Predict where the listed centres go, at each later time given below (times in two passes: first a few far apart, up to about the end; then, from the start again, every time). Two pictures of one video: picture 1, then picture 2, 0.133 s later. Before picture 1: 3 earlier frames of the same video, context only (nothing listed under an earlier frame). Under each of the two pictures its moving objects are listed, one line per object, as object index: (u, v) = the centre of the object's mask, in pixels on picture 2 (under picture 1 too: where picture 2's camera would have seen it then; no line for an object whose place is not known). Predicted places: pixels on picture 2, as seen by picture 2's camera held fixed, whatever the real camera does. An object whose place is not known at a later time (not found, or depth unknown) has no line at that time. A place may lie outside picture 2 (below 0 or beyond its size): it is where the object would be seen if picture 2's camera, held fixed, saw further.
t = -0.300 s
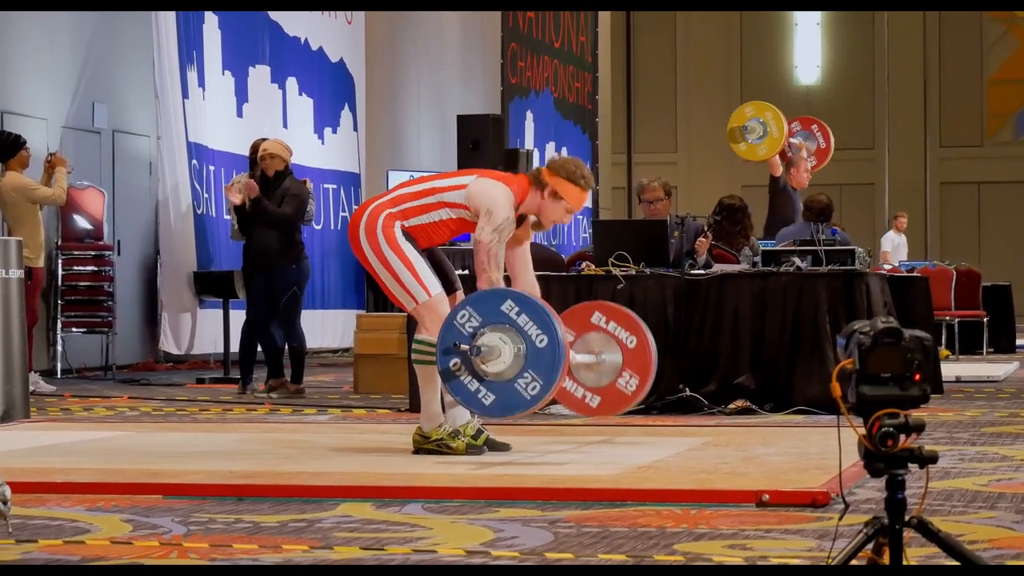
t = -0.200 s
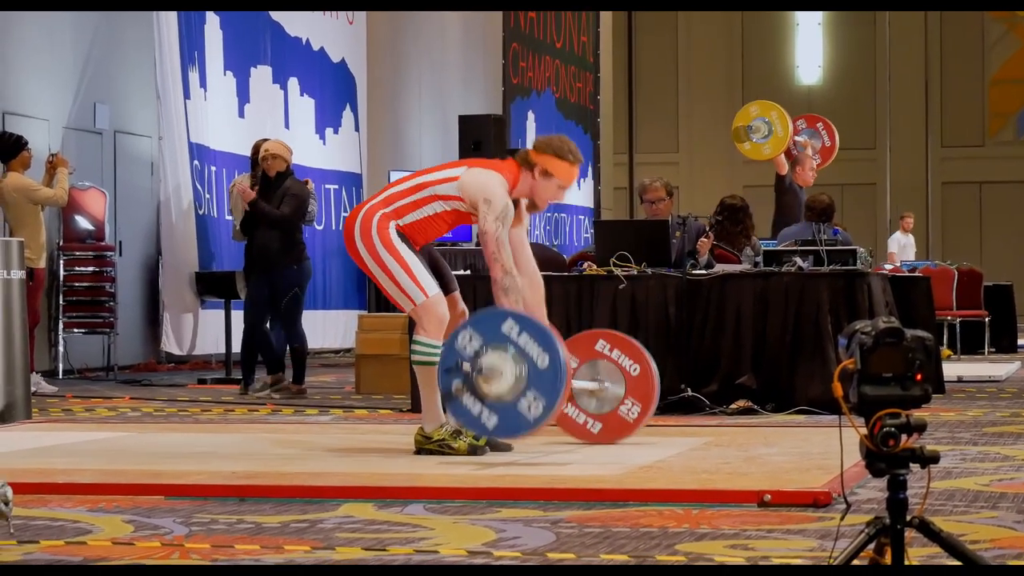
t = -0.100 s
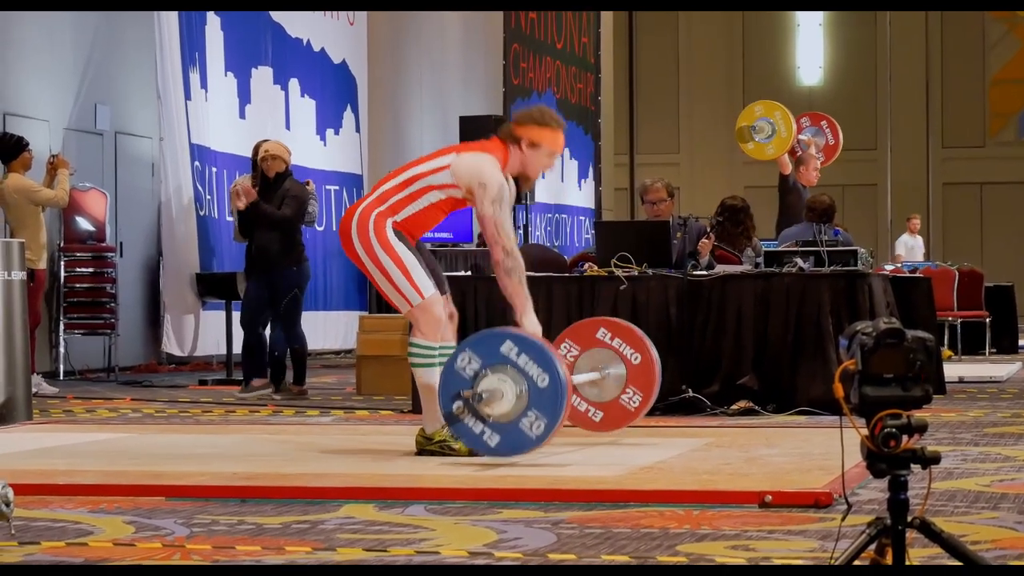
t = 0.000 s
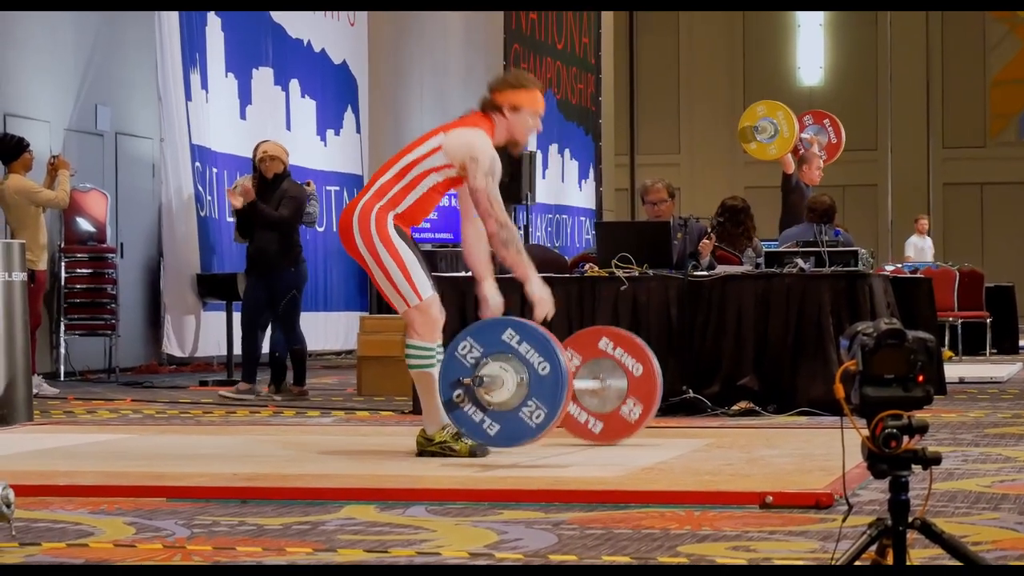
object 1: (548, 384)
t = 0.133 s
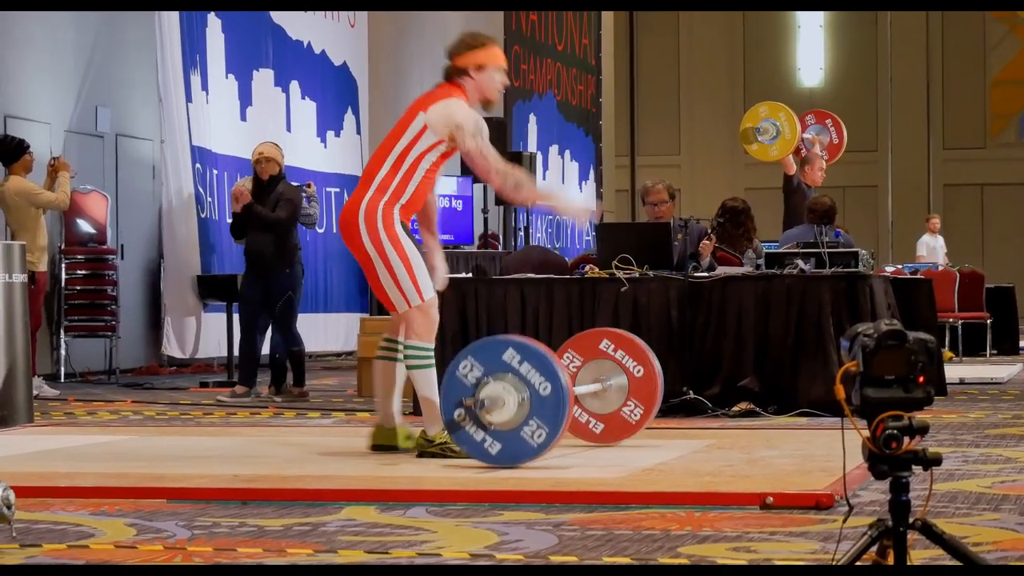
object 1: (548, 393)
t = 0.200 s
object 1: (548, 391)
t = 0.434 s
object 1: (549, 396)
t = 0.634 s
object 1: (551, 396)
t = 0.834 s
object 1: (553, 397)
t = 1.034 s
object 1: (556, 397)
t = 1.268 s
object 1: (558, 397)
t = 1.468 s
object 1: (558, 397)
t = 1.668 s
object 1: (559, 397)
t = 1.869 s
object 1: (558, 397)
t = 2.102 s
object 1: (558, 397)
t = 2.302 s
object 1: (558, 397)
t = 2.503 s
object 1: (558, 397)
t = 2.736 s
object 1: (558, 397)
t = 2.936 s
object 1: (558, 397)
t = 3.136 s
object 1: (558, 397)
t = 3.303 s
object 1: (558, 397)
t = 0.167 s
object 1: (549, 392)
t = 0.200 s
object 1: (548, 391)
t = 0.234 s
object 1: (549, 391)
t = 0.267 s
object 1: (549, 395)
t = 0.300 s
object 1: (549, 396)
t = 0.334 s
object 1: (548, 394)
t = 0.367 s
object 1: (548, 395)
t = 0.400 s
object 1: (548, 396)
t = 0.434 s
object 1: (549, 396)
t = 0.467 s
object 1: (550, 396)
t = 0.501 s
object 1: (550, 397)
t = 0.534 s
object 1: (550, 396)
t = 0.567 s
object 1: (550, 397)
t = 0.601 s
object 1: (551, 396)
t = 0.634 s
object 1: (551, 396)
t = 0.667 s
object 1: (552, 396)
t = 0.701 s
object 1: (552, 396)
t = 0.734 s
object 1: (552, 397)
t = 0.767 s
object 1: (553, 396)
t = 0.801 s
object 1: (553, 397)
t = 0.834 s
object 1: (553, 397)
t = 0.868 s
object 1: (554, 397)
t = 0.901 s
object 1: (554, 397)
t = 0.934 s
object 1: (554, 397)
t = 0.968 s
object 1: (555, 397)
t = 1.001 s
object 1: (555, 397)
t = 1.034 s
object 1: (556, 397)
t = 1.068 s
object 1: (556, 397)
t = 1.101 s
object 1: (556, 397)
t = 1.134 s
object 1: (556, 397)
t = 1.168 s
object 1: (557, 397)
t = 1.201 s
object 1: (557, 397)
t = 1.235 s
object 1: (557, 397)
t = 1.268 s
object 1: (558, 397)
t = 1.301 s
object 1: (558, 397)
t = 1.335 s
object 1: (558, 397)
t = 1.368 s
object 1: (558, 397)
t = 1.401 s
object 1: (558, 397)
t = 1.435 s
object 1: (558, 397)
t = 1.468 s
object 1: (558, 397)
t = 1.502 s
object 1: (559, 397)
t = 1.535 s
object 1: (559, 397)
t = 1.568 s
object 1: (559, 397)
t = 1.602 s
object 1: (559, 397)
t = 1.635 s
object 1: (559, 397)
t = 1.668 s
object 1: (559, 397)
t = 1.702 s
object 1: (559, 397)
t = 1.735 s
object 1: (559, 397)
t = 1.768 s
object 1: (559, 397)
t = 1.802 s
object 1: (558, 397)
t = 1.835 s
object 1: (558, 397)
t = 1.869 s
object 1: (558, 397)
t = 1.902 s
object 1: (558, 397)
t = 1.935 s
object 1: (558, 397)
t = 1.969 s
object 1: (558, 397)
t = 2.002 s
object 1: (558, 397)
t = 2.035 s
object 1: (558, 397)
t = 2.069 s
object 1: (558, 397)
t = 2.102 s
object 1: (558, 397)
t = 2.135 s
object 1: (558, 397)
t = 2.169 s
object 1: (558, 397)
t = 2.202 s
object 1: (558, 397)
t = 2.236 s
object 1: (558, 397)
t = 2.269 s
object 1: (558, 397)
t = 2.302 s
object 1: (558, 397)
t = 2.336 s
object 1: (558, 397)
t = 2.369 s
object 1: (558, 397)
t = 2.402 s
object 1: (558, 397)
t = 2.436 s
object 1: (558, 397)
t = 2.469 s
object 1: (558, 397)
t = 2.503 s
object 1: (558, 397)
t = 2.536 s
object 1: (558, 397)
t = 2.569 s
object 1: (558, 397)
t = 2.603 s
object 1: (558, 397)
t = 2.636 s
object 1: (558, 397)
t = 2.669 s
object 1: (558, 397)
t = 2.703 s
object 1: (558, 397)
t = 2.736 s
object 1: (558, 397)
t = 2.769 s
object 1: (558, 397)
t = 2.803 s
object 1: (558, 397)
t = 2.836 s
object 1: (558, 397)
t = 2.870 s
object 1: (558, 397)
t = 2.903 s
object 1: (558, 397)
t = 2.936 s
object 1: (558, 397)
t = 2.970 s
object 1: (558, 397)
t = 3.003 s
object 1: (558, 397)
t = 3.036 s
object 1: (558, 397)
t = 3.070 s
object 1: (558, 397)
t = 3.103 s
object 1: (558, 397)
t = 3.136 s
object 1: (558, 397)
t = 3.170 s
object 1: (558, 397)
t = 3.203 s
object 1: (558, 397)
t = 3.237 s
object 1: (558, 397)
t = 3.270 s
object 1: (558, 397)
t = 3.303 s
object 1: (558, 397)
